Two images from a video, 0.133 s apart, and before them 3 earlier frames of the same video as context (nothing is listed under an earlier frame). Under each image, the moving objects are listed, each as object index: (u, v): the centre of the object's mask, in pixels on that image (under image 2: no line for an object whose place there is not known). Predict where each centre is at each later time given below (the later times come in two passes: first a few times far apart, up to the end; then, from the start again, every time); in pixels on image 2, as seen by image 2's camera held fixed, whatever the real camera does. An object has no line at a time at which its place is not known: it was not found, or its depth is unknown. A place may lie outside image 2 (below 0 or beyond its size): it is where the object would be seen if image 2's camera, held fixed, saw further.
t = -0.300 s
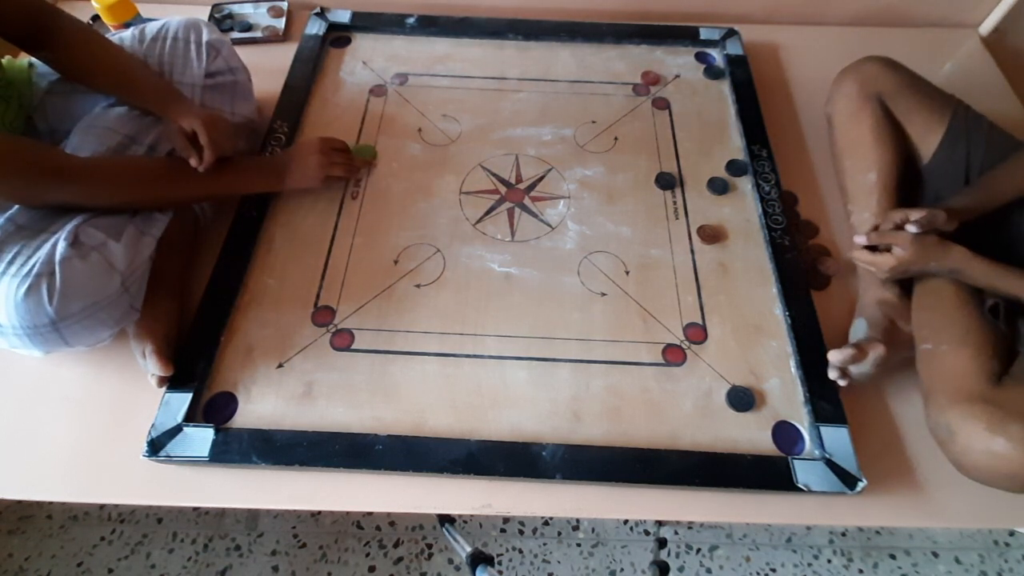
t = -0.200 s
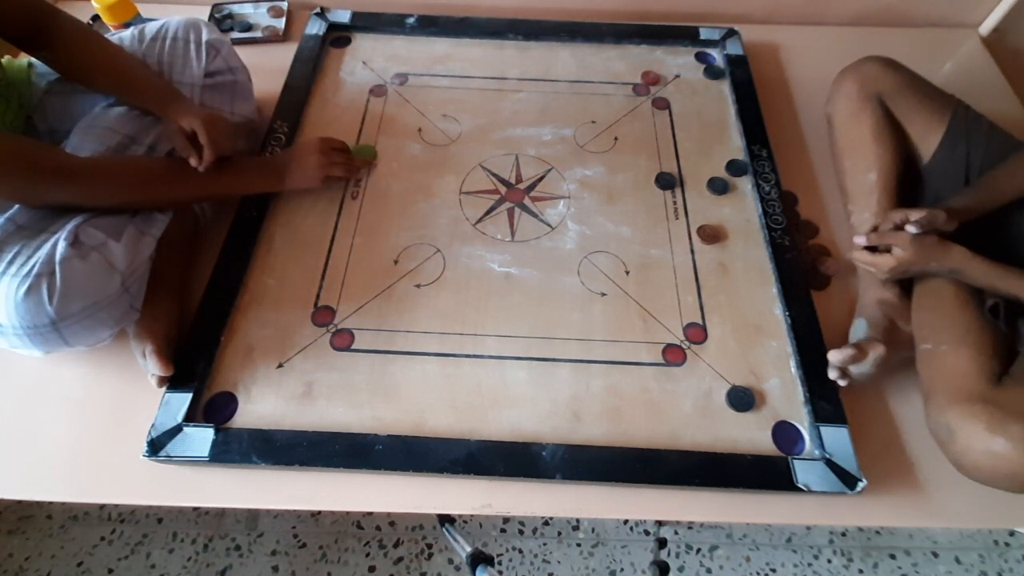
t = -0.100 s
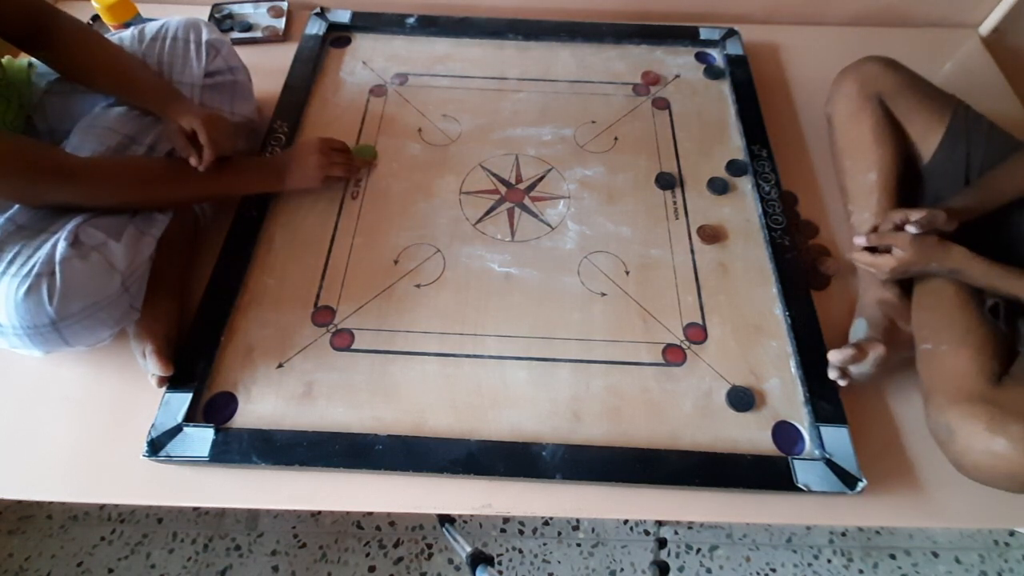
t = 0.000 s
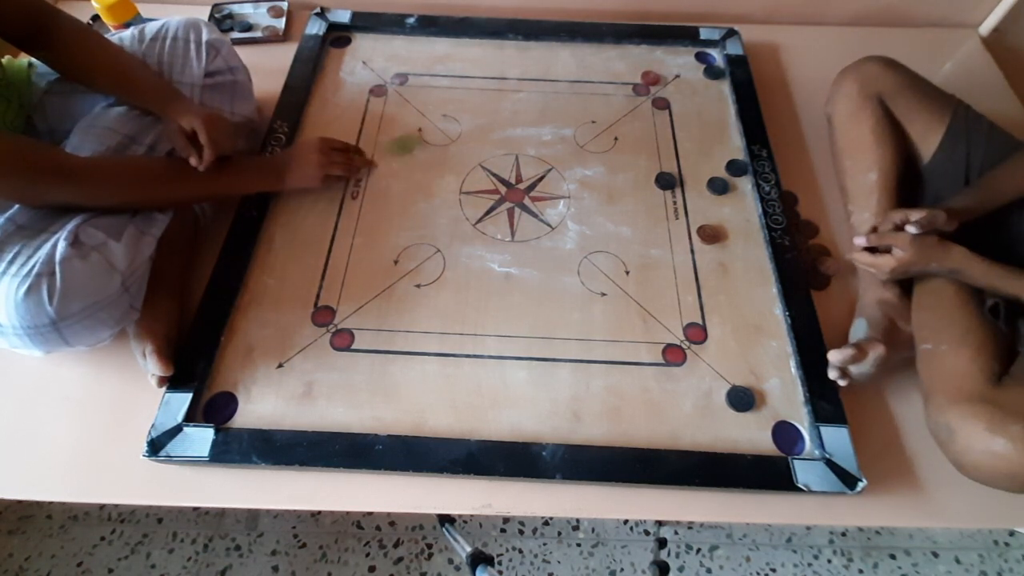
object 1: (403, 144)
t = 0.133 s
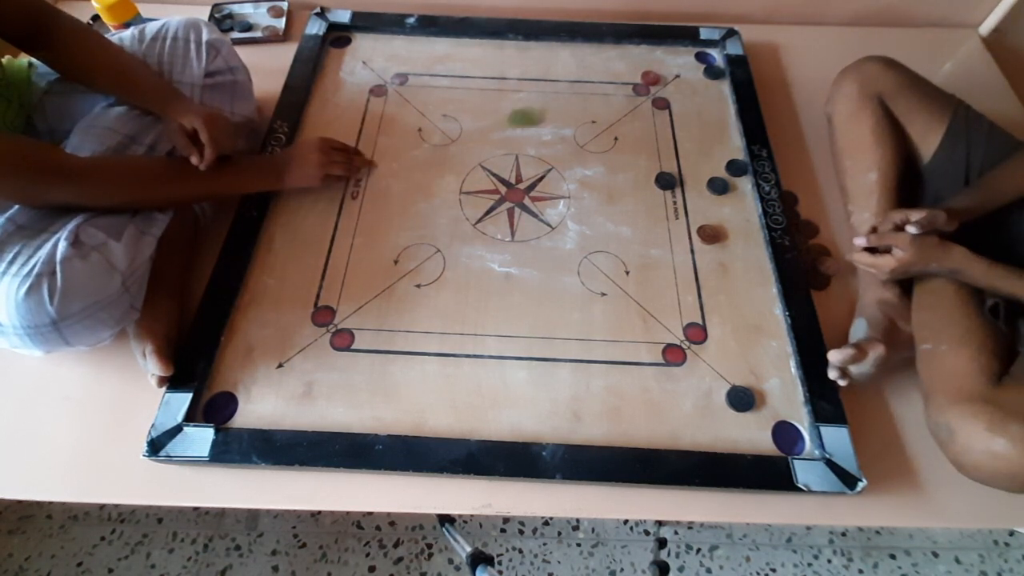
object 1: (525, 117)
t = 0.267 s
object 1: (622, 96)
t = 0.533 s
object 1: (719, 104)
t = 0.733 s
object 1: (692, 113)
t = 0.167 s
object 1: (552, 112)
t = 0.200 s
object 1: (577, 106)
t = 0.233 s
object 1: (598, 101)
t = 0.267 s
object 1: (622, 96)
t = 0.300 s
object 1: (644, 92)
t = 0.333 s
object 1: (660, 93)
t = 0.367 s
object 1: (673, 95)
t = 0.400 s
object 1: (687, 97)
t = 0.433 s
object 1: (699, 99)
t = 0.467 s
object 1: (711, 101)
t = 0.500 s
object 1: (719, 103)
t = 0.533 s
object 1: (719, 104)
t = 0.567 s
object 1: (715, 106)
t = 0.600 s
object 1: (708, 107)
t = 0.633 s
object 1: (704, 109)
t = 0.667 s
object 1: (700, 110)
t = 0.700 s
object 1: (695, 112)
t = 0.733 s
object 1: (692, 113)
